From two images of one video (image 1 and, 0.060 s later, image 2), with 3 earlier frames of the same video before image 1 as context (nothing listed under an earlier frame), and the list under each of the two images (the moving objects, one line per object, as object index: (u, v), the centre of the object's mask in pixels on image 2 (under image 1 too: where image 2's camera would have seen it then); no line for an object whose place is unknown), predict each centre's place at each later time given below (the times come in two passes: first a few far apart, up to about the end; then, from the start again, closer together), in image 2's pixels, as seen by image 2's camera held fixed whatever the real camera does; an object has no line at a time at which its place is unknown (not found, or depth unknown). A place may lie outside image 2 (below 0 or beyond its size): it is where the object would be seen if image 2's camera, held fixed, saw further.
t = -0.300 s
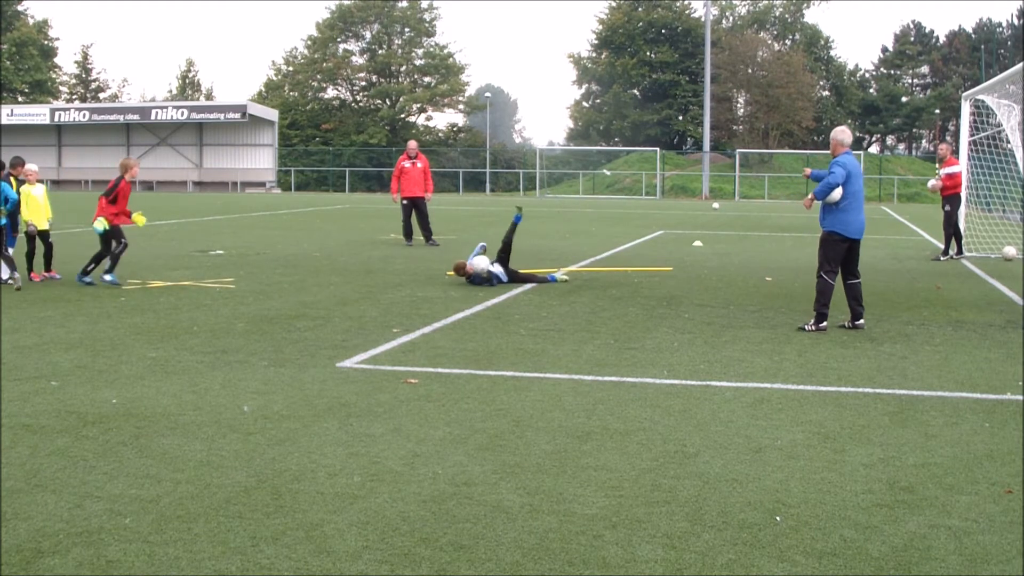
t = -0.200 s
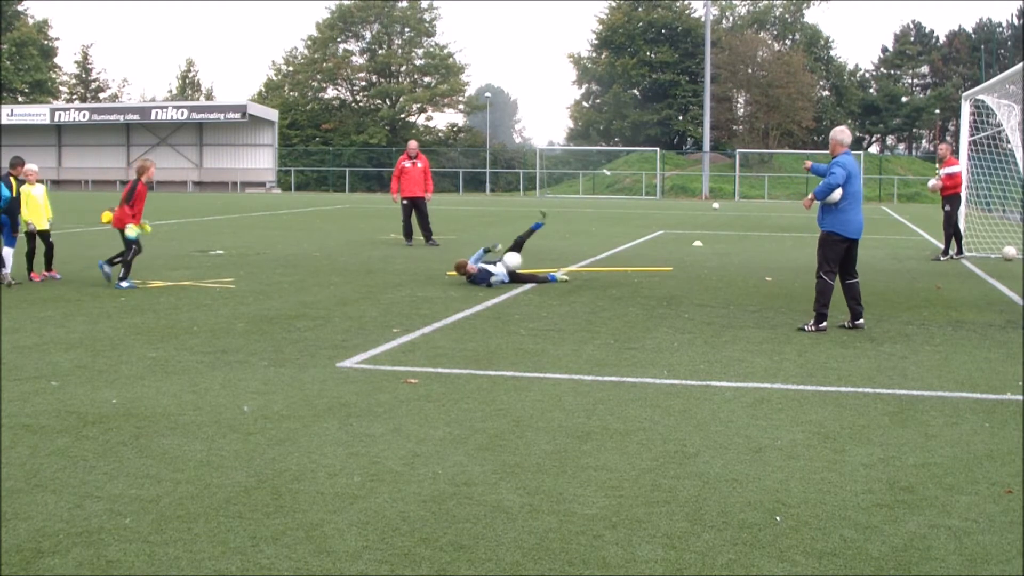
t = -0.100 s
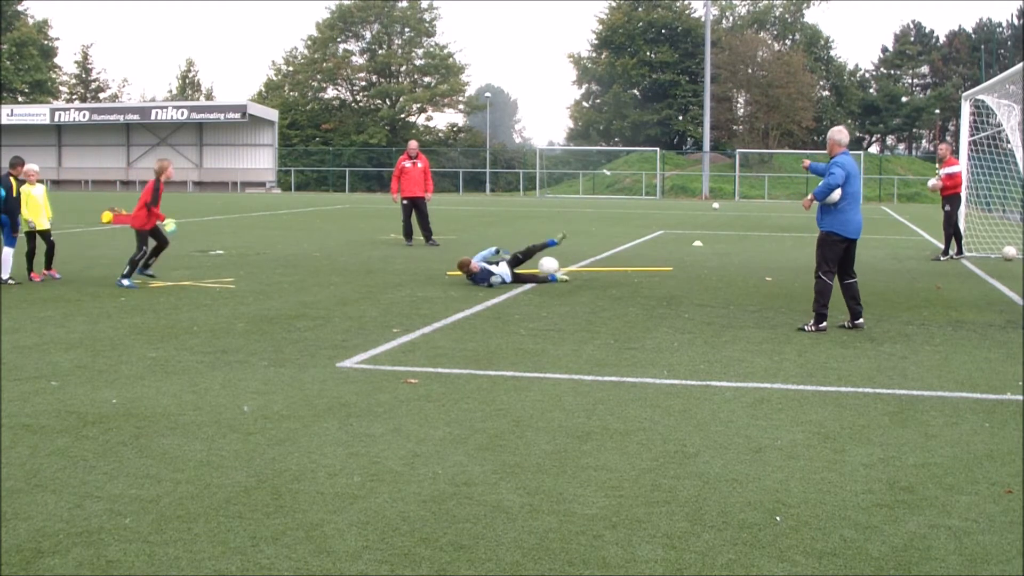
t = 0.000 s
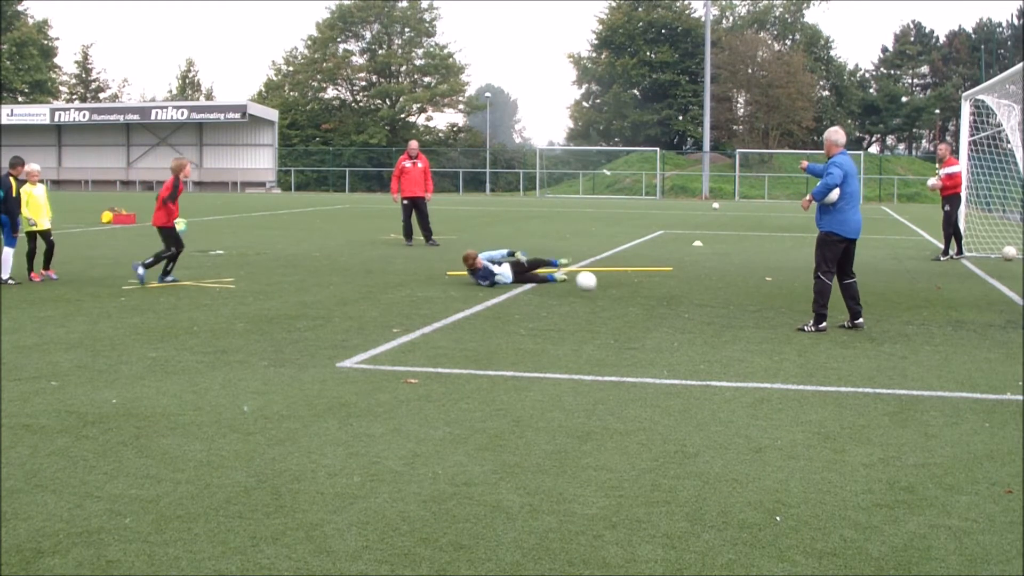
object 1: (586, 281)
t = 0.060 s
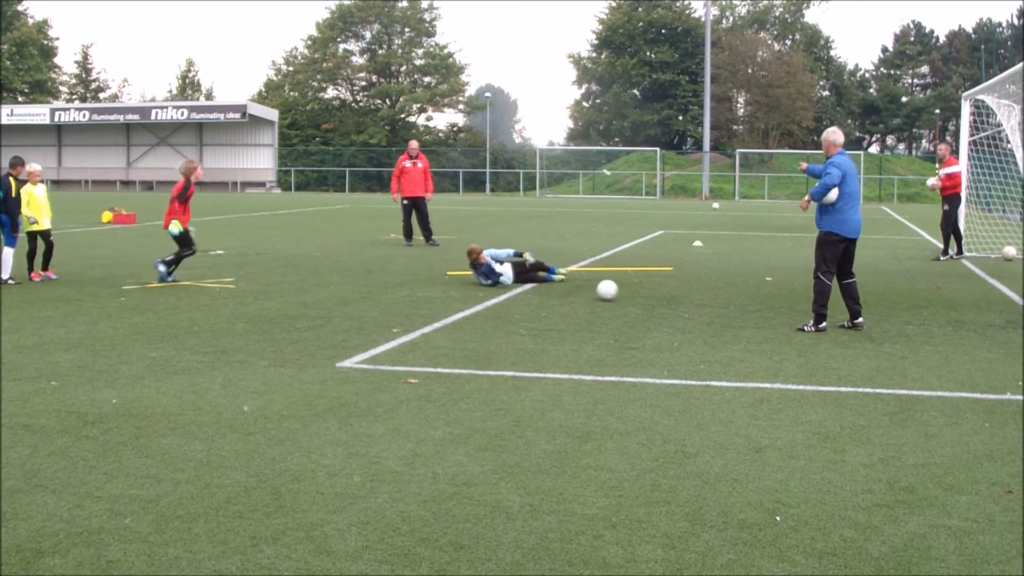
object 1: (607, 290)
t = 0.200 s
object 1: (639, 282)
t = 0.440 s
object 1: (698, 296)
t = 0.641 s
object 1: (750, 303)
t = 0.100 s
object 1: (616, 286)
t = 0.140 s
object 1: (625, 283)
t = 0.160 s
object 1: (630, 282)
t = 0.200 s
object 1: (639, 282)
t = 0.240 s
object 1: (649, 284)
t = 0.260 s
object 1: (654, 285)
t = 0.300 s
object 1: (663, 289)
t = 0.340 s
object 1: (672, 294)
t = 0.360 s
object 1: (677, 298)
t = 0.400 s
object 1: (688, 296)
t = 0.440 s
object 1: (698, 296)
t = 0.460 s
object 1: (703, 296)
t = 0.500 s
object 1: (714, 298)
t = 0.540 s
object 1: (724, 301)
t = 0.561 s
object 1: (729, 303)
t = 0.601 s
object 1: (740, 303)
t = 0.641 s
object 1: (750, 303)
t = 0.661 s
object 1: (756, 304)
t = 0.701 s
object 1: (767, 307)
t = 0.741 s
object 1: (777, 307)
